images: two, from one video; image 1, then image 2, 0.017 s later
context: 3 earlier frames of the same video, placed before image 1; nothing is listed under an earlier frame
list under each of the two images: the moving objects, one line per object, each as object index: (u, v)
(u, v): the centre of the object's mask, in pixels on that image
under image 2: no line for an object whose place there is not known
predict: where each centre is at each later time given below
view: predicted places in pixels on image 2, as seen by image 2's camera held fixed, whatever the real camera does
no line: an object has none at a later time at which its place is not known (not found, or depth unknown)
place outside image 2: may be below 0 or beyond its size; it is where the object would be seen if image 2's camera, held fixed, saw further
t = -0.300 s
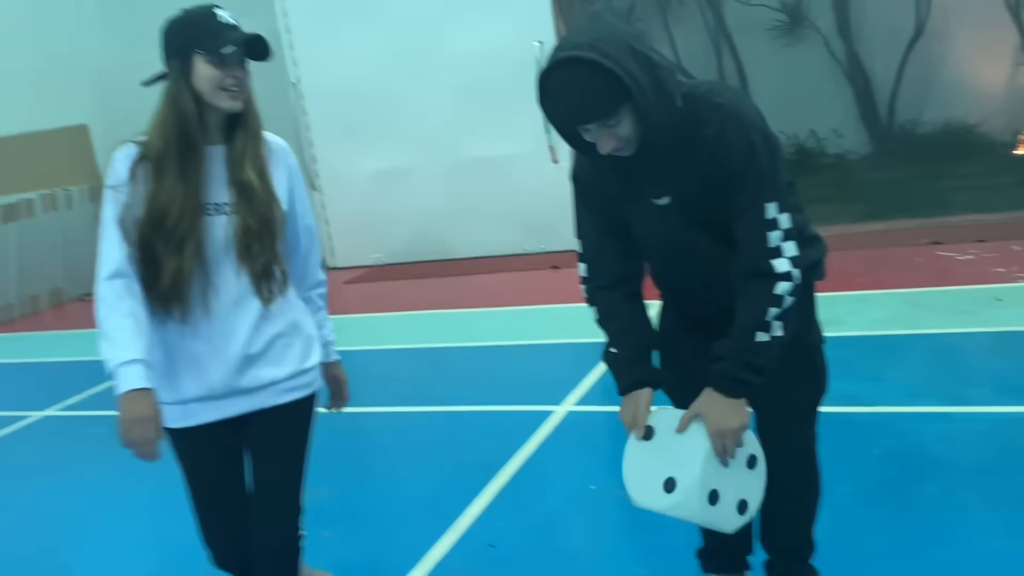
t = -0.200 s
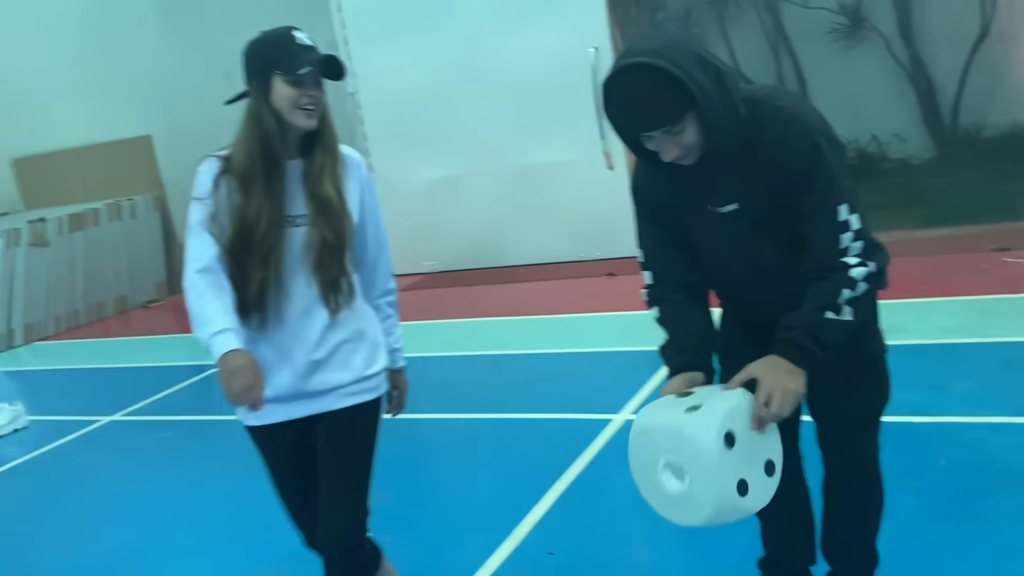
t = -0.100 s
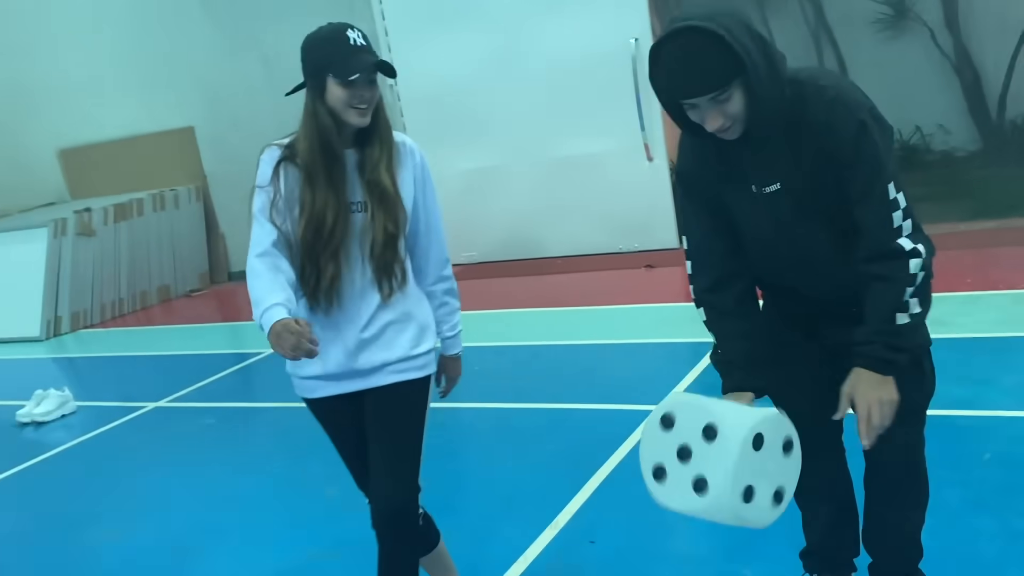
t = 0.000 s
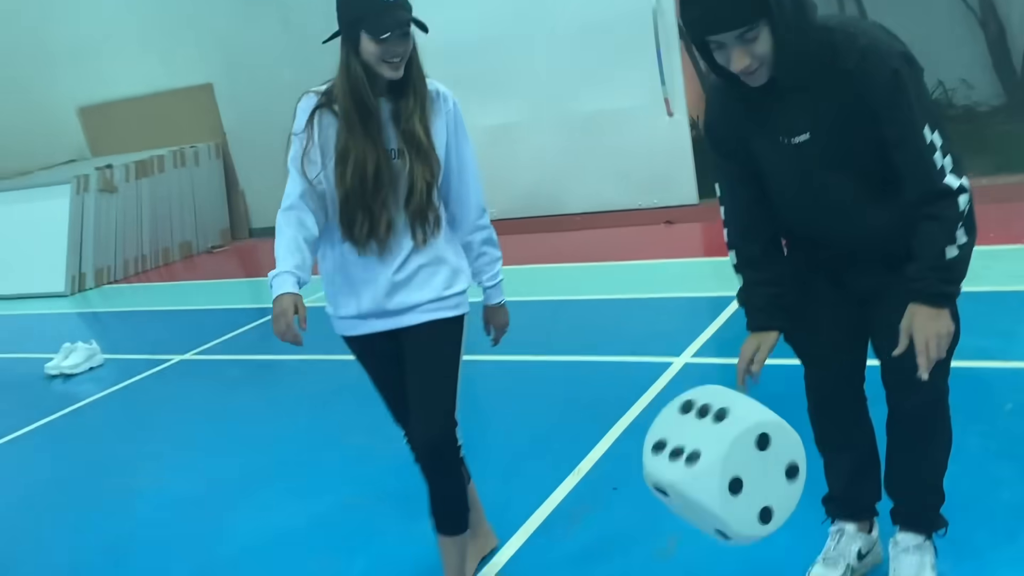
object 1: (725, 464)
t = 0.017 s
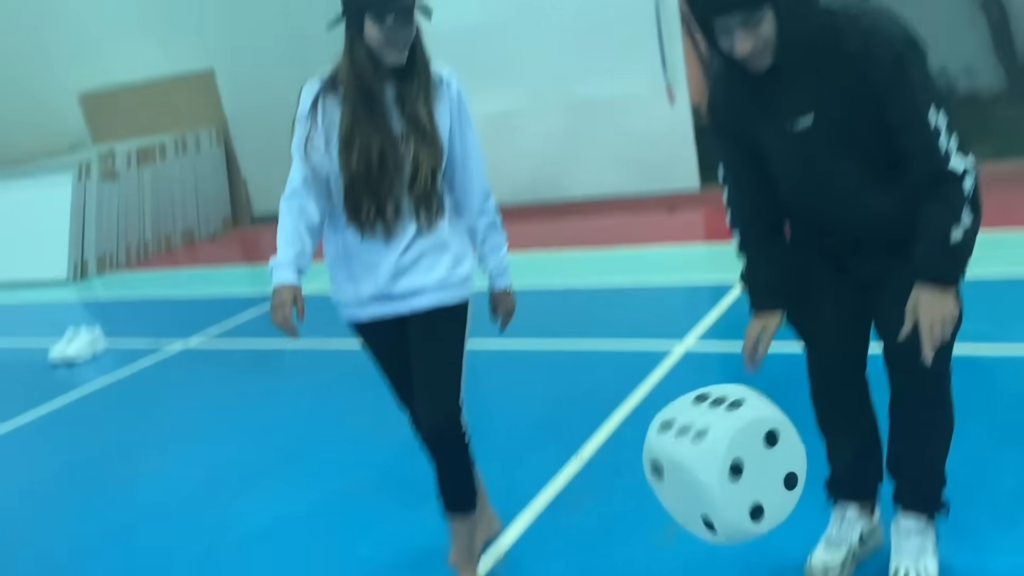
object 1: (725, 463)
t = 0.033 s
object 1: (722, 479)
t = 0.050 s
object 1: (719, 496)
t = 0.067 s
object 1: (718, 511)
